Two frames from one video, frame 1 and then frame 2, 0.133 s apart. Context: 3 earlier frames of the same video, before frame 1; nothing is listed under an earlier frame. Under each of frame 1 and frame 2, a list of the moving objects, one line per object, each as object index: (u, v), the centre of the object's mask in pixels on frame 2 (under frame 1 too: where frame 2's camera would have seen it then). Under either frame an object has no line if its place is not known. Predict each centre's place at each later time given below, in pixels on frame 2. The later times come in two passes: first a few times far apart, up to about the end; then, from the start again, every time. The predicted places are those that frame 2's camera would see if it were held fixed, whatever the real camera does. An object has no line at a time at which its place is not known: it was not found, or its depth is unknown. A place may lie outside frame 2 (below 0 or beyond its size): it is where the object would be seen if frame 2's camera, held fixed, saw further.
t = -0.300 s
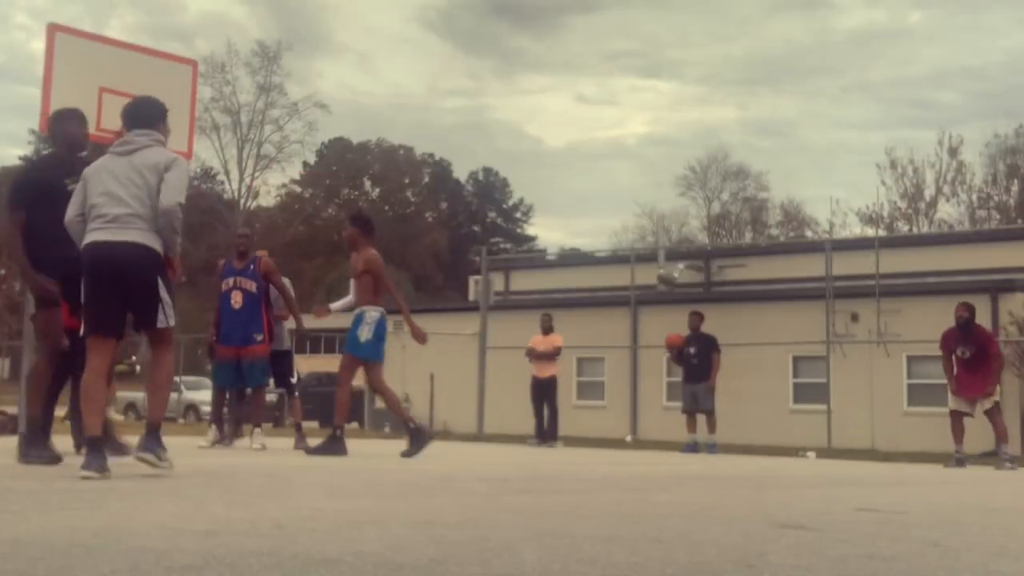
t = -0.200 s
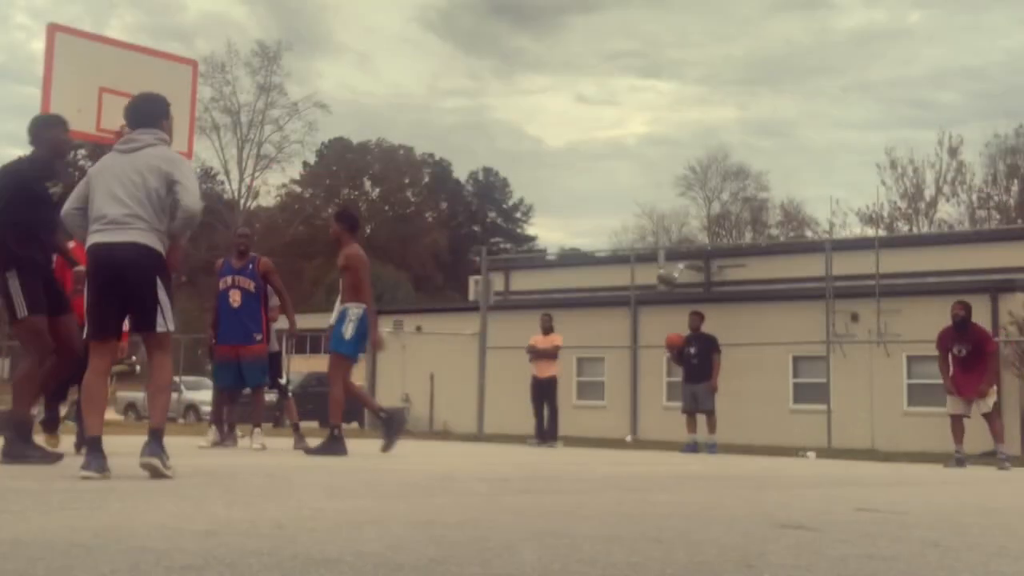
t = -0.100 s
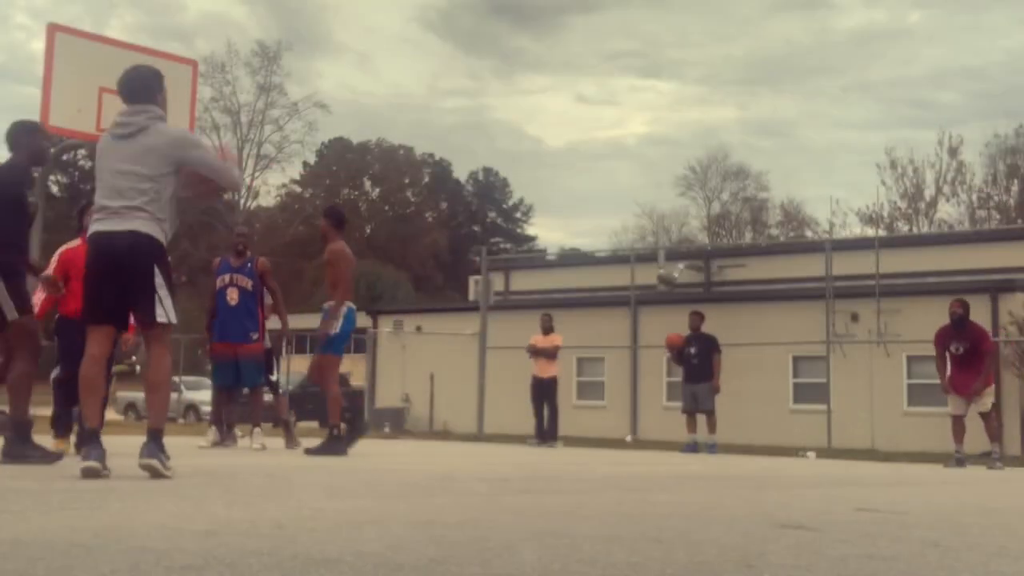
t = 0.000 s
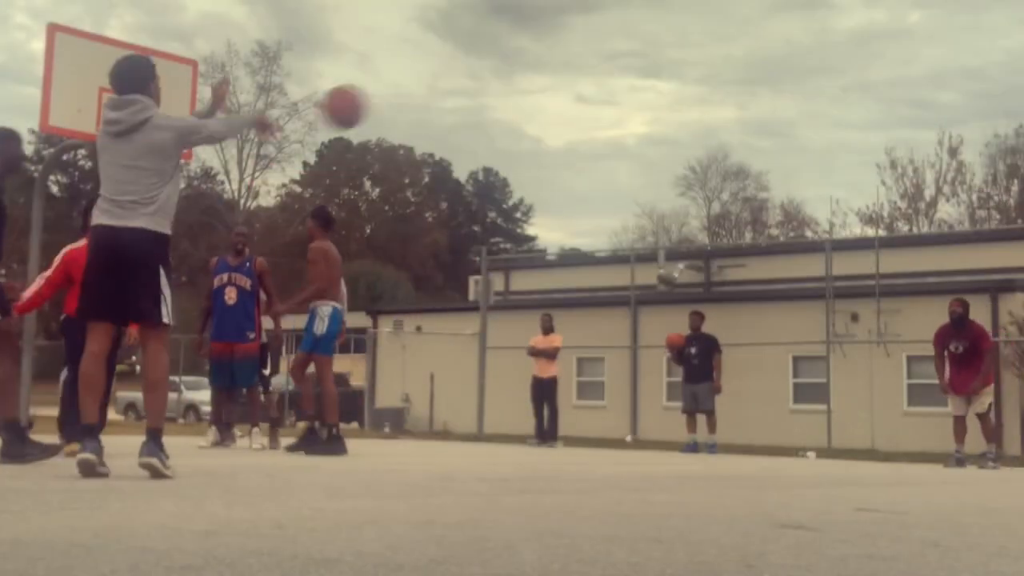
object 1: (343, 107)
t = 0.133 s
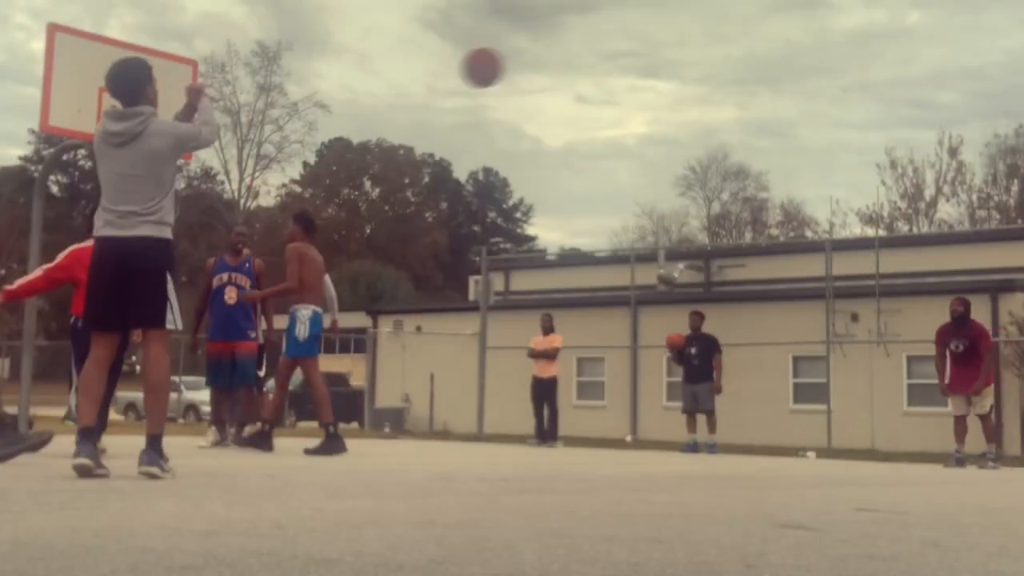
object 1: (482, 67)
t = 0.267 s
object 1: (592, 60)
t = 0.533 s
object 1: (753, 111)
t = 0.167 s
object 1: (511, 63)
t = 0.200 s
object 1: (539, 60)
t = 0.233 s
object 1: (566, 59)
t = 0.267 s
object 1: (592, 60)
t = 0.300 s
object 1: (615, 62)
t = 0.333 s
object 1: (638, 66)
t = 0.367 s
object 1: (659, 71)
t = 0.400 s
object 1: (680, 77)
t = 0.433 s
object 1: (699, 84)
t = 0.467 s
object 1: (718, 92)
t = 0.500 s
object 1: (735, 101)
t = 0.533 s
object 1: (753, 111)
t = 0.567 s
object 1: (769, 122)
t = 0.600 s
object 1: (785, 134)
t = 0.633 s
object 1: (800, 146)
